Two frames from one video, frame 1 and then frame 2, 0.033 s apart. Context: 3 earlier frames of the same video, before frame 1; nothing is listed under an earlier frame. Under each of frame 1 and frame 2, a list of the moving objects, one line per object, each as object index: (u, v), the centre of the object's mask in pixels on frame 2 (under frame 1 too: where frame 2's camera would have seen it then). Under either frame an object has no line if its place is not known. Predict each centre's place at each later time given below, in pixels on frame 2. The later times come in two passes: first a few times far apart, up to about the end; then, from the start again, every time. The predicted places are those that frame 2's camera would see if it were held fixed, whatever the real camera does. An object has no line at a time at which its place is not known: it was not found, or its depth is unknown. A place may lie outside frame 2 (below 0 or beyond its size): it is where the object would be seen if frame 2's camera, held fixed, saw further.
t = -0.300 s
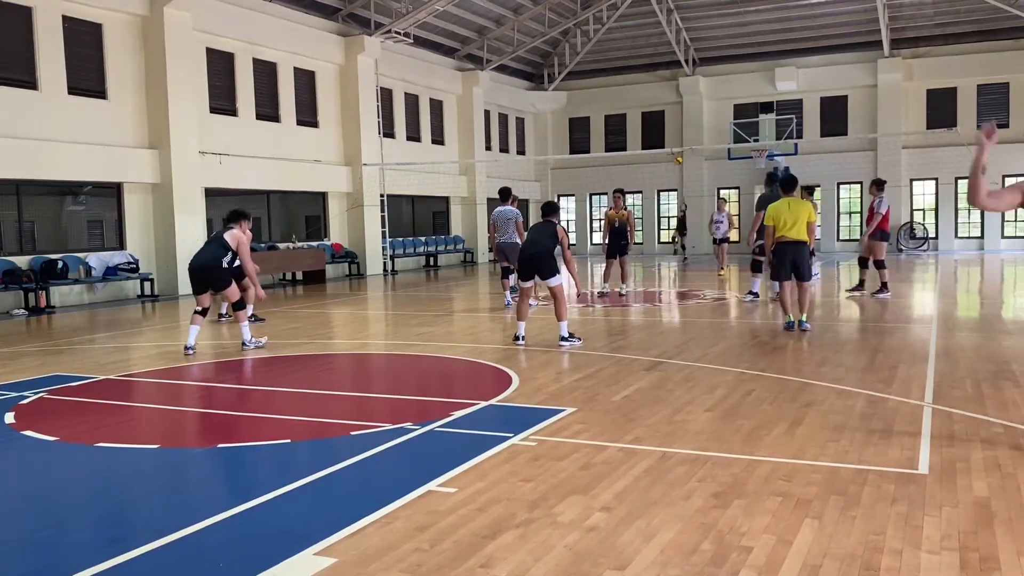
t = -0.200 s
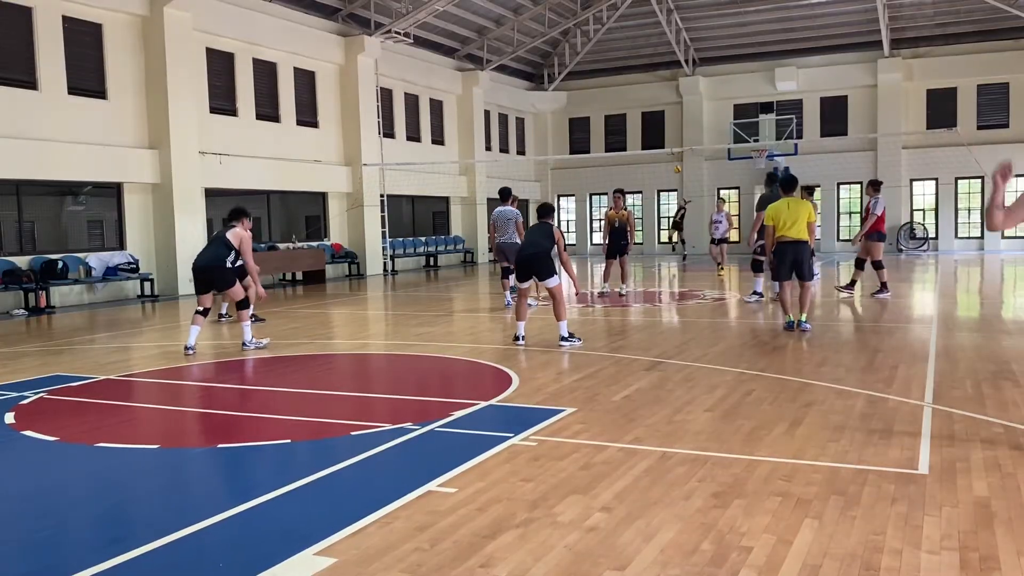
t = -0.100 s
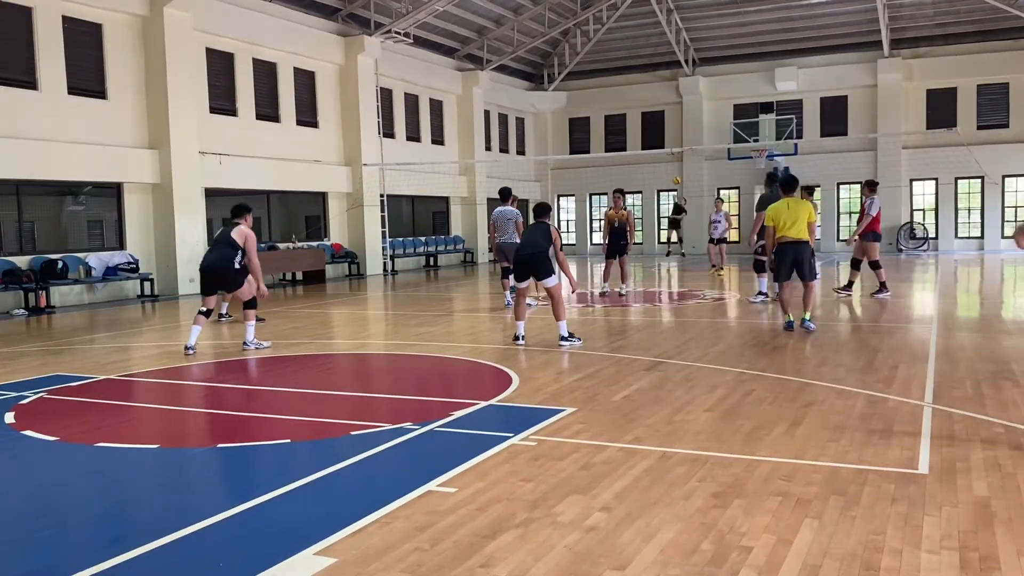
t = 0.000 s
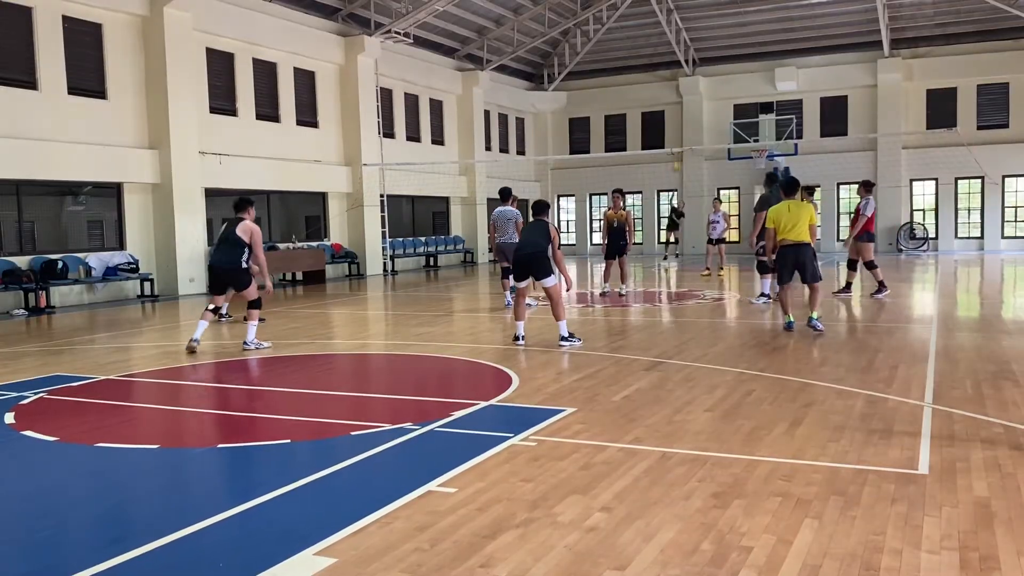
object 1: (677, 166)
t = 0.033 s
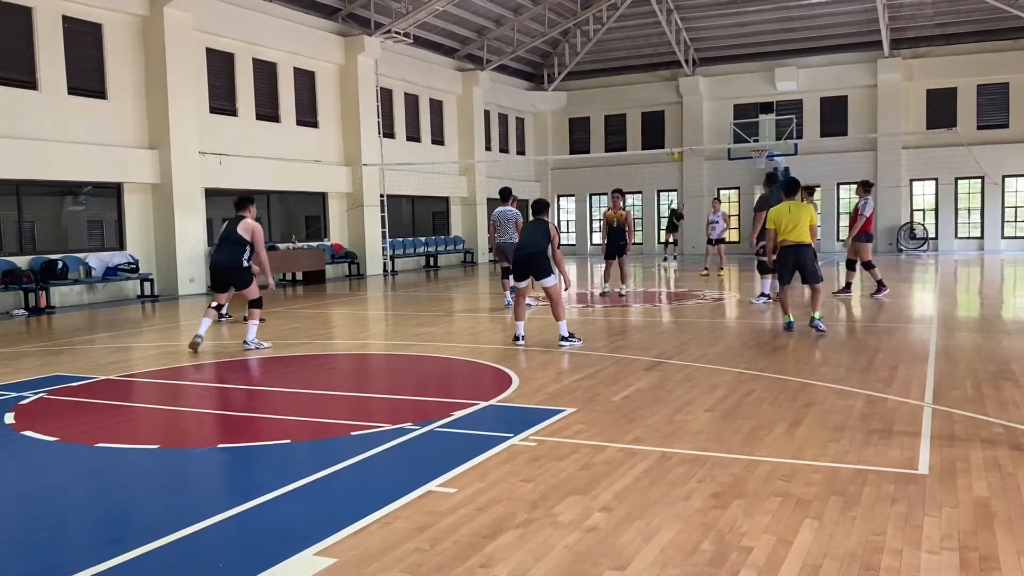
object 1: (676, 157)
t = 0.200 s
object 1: (677, 111)
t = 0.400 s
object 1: (679, 64)
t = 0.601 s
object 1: (686, 31)
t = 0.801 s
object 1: (691, 15)
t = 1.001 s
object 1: (700, 22)
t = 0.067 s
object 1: (676, 145)
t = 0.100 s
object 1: (677, 139)
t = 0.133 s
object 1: (677, 129)
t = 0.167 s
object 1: (677, 119)
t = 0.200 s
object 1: (677, 111)
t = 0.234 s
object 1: (678, 102)
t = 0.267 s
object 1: (677, 96)
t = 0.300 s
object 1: (677, 89)
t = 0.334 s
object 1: (678, 80)
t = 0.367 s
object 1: (678, 72)
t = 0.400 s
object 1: (679, 64)
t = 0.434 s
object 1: (680, 58)
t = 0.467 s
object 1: (682, 50)
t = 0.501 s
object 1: (683, 46)
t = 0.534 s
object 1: (683, 40)
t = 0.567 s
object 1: (685, 35)
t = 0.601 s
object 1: (686, 31)
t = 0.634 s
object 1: (687, 27)
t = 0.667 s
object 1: (688, 23)
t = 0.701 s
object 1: (689, 20)
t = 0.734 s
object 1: (689, 18)
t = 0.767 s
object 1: (690, 17)
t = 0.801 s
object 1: (691, 15)
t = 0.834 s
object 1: (693, 12)
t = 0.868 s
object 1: (695, 12)
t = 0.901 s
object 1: (697, 9)
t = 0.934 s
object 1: (699, 15)
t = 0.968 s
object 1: (699, 18)
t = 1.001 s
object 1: (700, 22)
